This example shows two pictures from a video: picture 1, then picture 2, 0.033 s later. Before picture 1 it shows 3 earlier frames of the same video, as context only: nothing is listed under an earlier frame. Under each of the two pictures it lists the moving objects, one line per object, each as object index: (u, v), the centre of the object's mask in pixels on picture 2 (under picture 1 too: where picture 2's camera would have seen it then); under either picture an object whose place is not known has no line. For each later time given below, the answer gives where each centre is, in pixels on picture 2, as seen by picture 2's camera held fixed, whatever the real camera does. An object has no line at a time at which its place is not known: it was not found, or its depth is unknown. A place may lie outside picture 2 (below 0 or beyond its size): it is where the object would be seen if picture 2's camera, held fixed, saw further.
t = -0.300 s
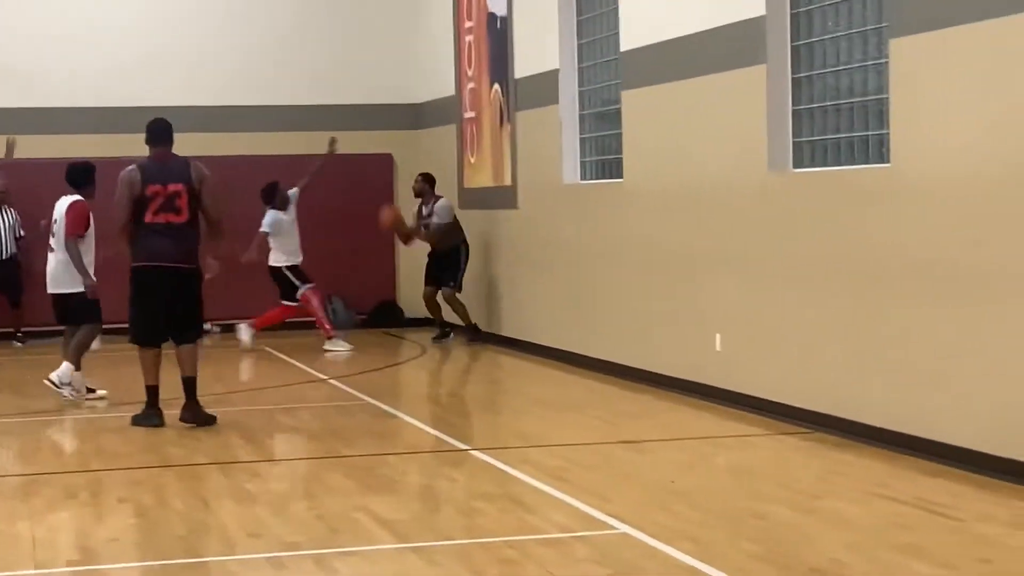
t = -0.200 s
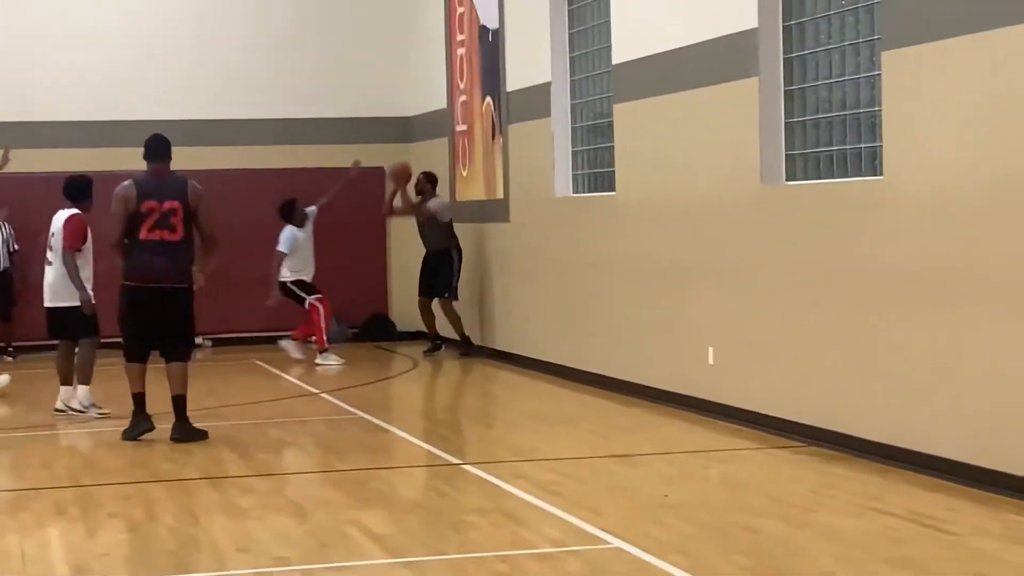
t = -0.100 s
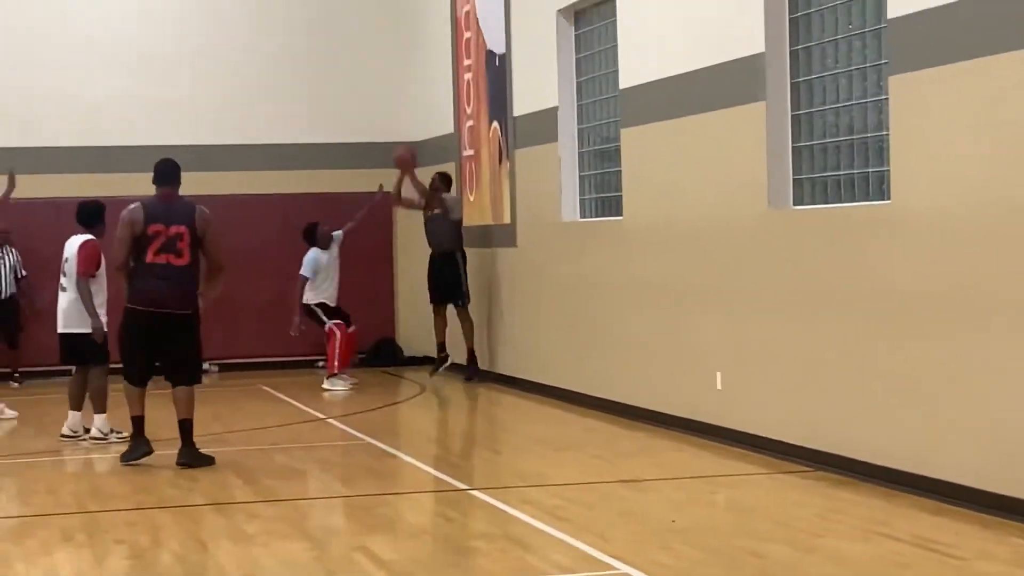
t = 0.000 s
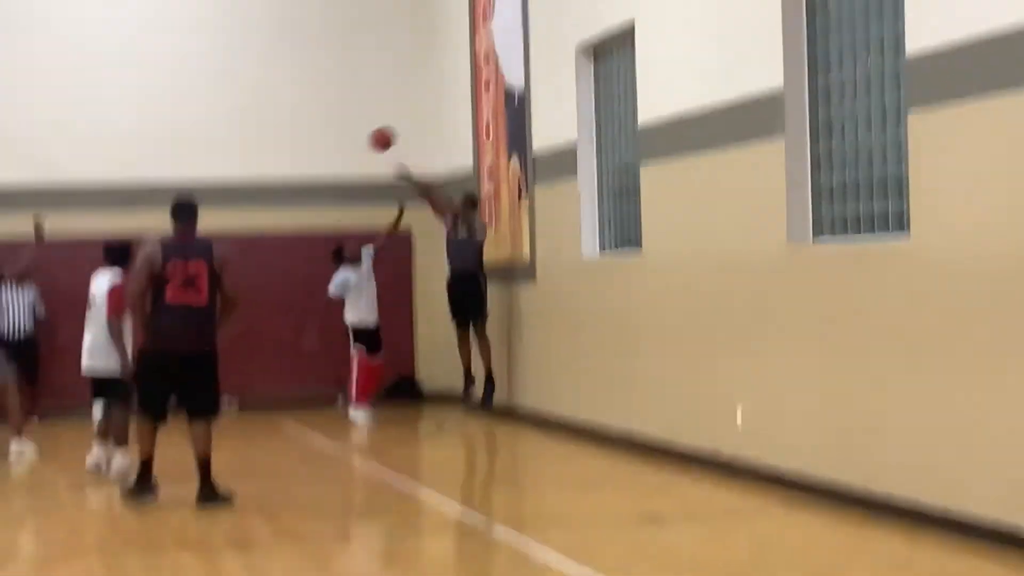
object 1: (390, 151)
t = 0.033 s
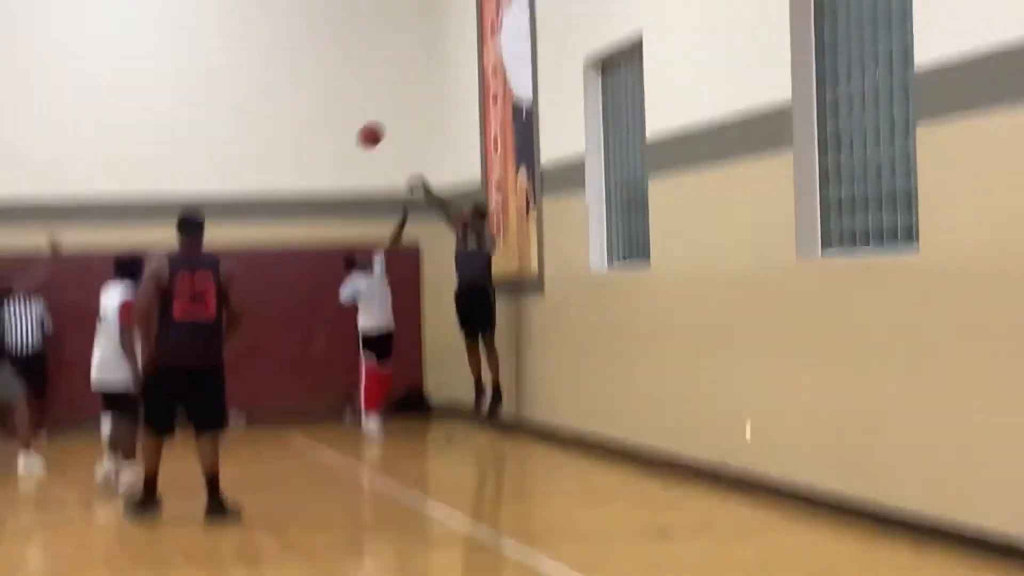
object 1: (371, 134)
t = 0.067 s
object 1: (350, 119)
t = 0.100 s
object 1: (329, 104)
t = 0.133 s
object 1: (308, 89)
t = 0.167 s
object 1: (287, 76)
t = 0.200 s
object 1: (265, 62)
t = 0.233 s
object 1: (246, 50)
